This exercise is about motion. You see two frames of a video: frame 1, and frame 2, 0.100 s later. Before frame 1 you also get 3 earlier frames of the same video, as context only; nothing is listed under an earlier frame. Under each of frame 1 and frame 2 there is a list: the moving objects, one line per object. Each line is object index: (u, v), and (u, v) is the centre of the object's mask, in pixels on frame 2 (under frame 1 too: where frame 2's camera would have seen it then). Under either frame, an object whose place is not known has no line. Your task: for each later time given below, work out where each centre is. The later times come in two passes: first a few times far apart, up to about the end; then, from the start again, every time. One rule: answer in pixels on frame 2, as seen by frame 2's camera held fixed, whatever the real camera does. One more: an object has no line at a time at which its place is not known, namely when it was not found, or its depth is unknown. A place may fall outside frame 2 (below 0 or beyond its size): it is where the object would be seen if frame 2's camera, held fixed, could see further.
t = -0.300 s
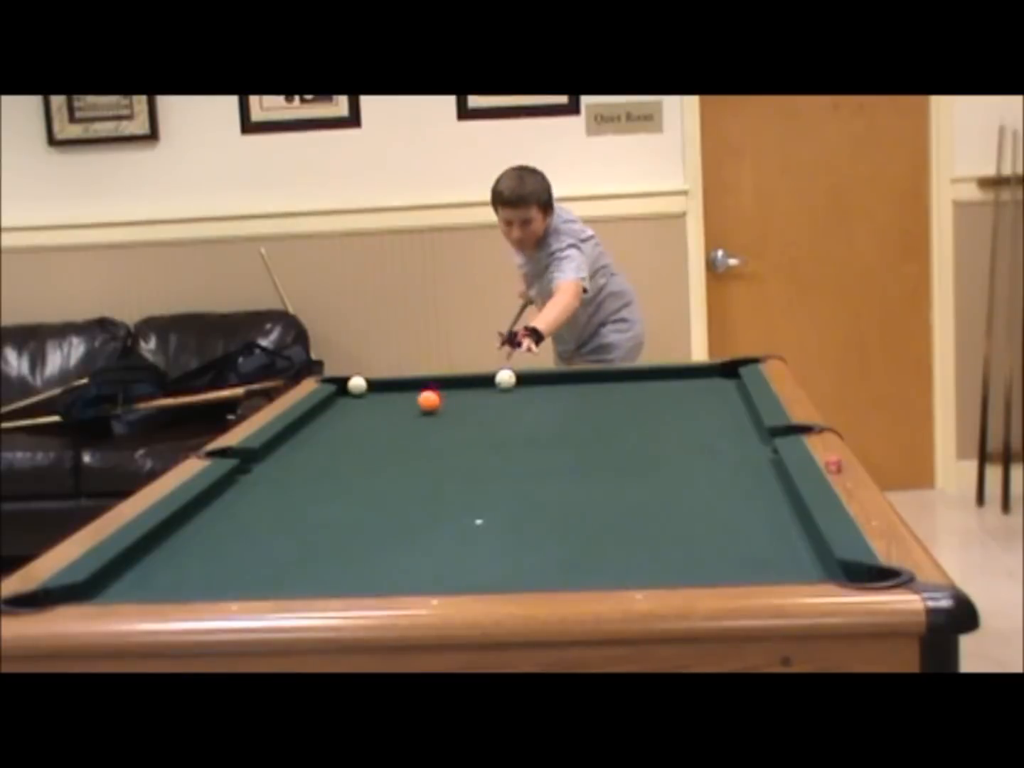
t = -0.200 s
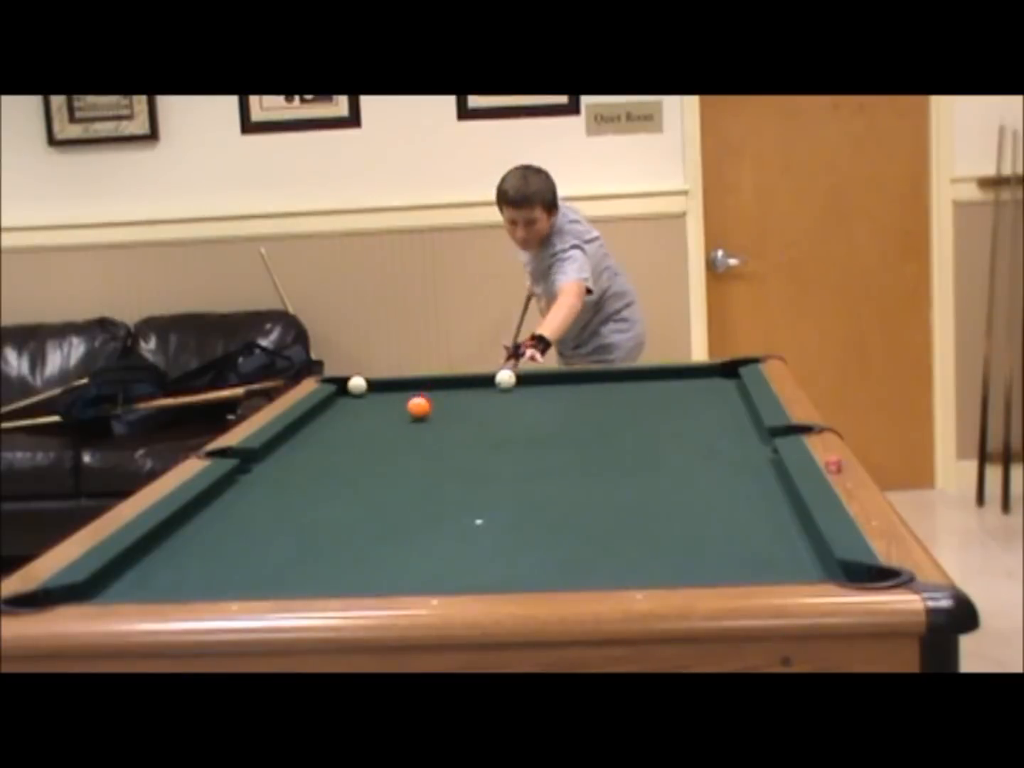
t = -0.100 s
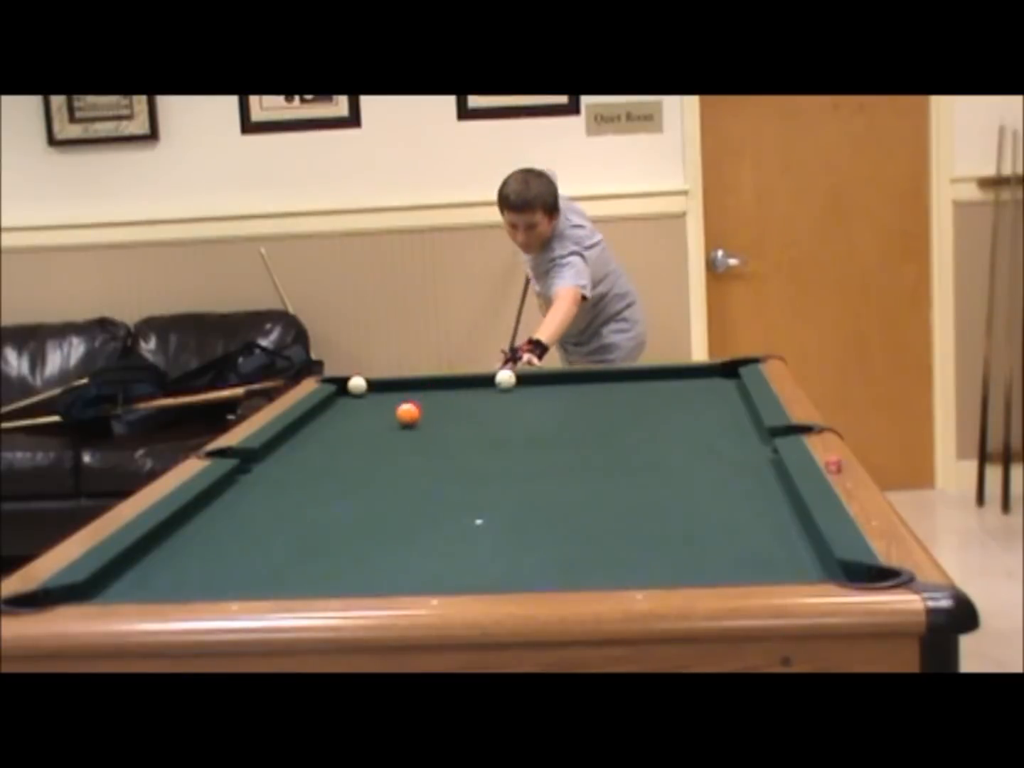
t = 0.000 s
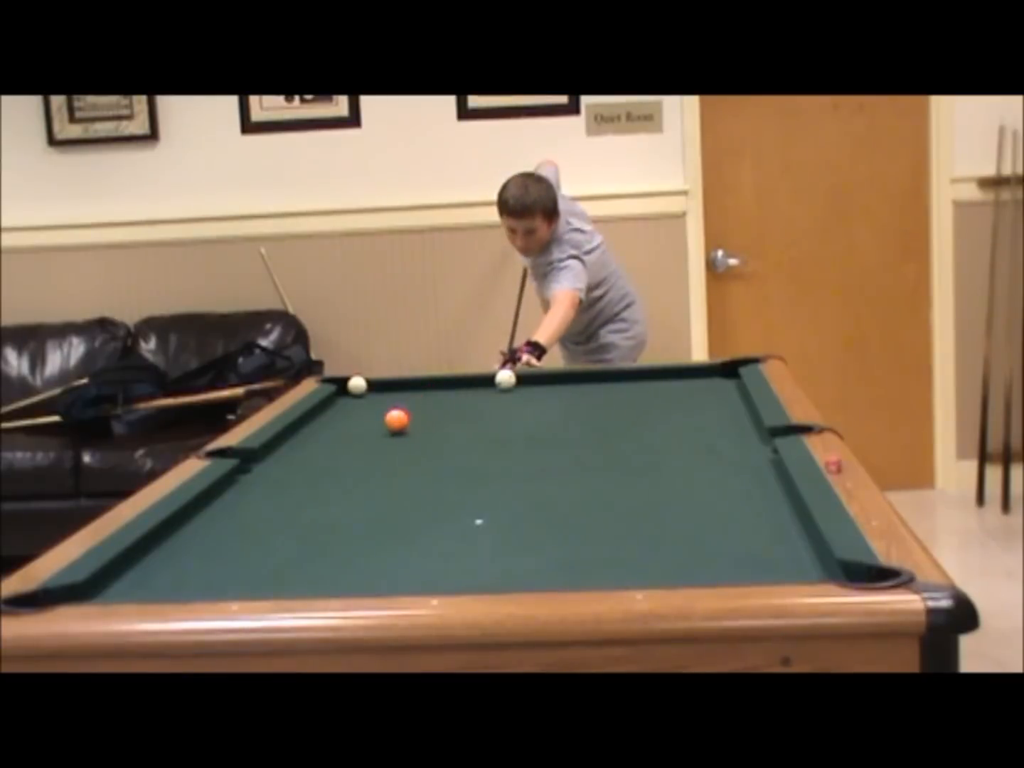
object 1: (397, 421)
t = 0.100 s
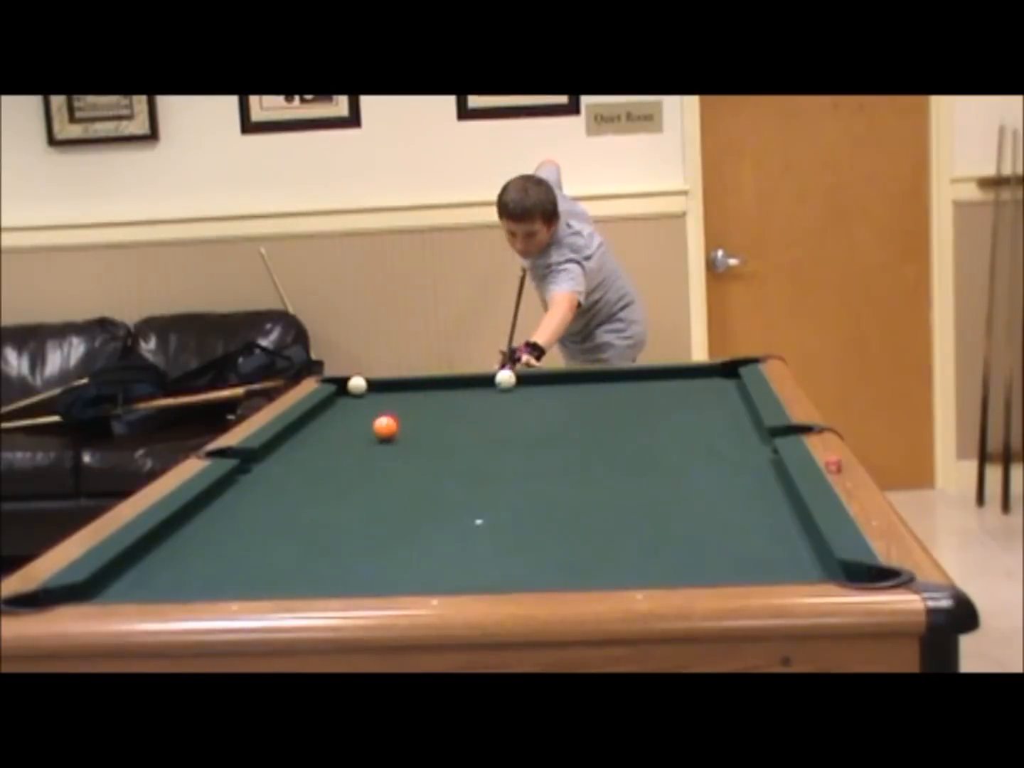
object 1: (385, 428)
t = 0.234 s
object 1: (369, 437)
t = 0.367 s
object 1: (352, 448)
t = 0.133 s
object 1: (381, 430)
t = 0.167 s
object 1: (377, 433)
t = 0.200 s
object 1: (373, 435)
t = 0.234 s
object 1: (369, 437)
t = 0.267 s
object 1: (365, 440)
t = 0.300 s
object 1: (360, 443)
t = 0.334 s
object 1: (356, 445)
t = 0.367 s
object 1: (352, 448)
